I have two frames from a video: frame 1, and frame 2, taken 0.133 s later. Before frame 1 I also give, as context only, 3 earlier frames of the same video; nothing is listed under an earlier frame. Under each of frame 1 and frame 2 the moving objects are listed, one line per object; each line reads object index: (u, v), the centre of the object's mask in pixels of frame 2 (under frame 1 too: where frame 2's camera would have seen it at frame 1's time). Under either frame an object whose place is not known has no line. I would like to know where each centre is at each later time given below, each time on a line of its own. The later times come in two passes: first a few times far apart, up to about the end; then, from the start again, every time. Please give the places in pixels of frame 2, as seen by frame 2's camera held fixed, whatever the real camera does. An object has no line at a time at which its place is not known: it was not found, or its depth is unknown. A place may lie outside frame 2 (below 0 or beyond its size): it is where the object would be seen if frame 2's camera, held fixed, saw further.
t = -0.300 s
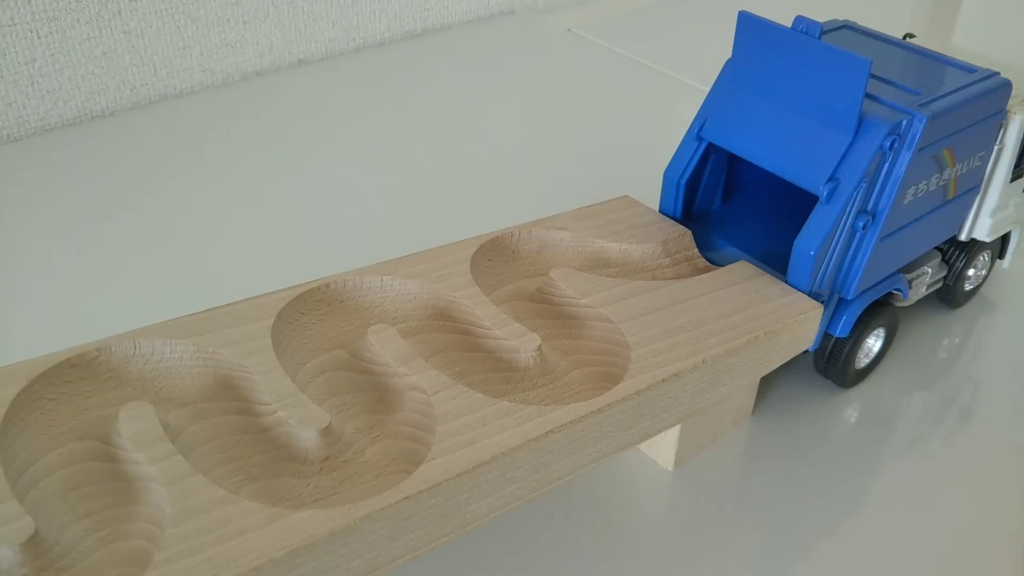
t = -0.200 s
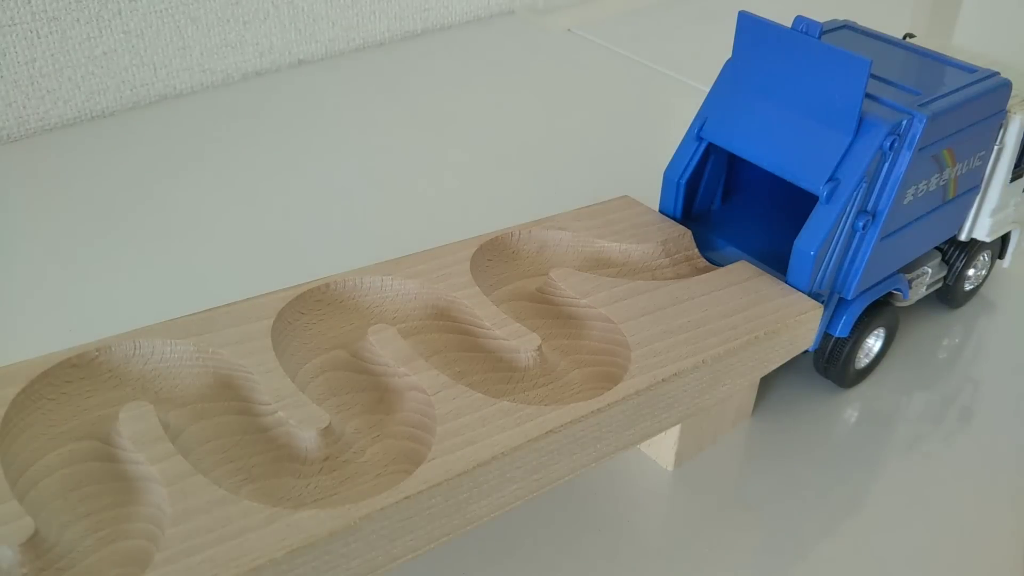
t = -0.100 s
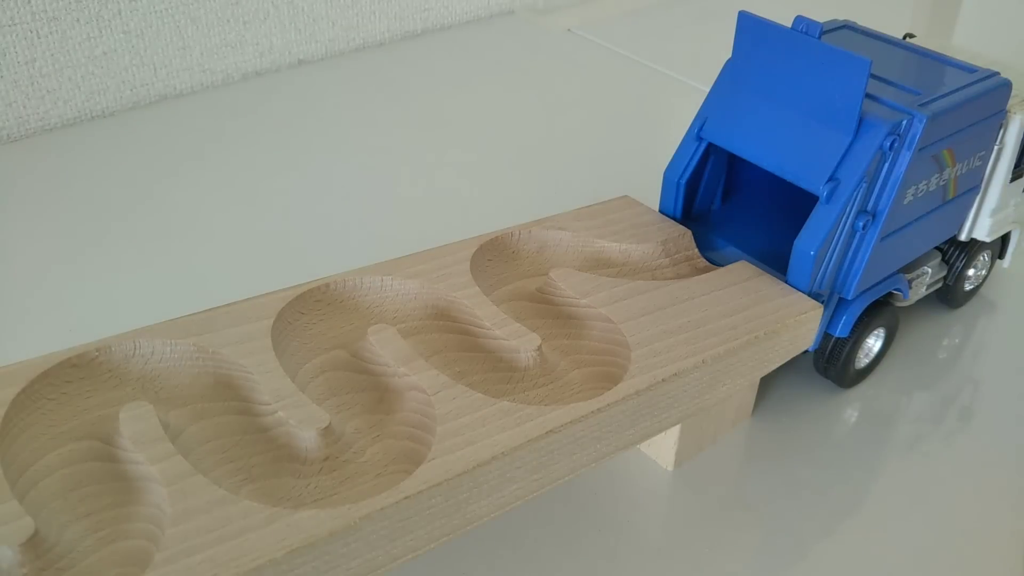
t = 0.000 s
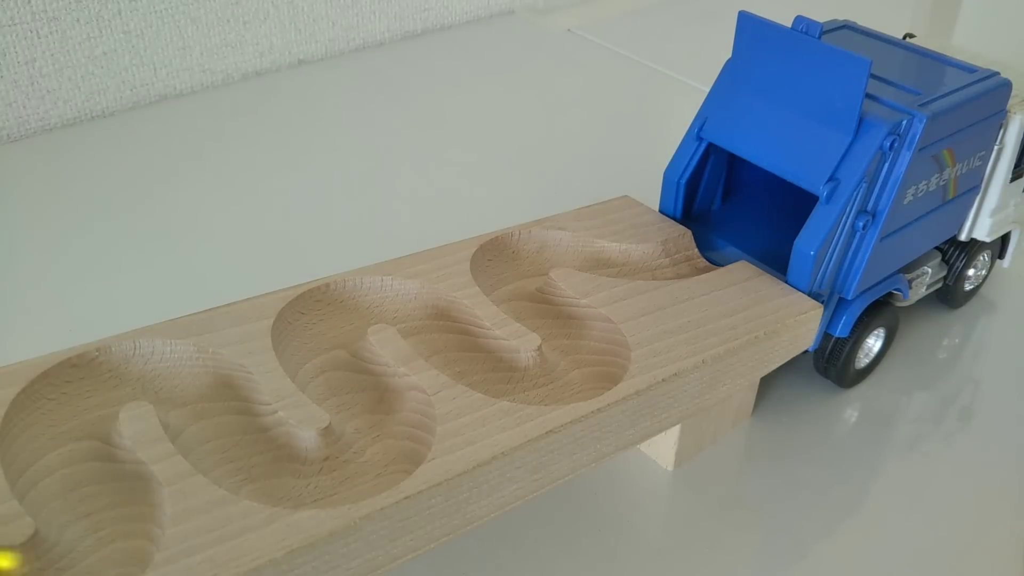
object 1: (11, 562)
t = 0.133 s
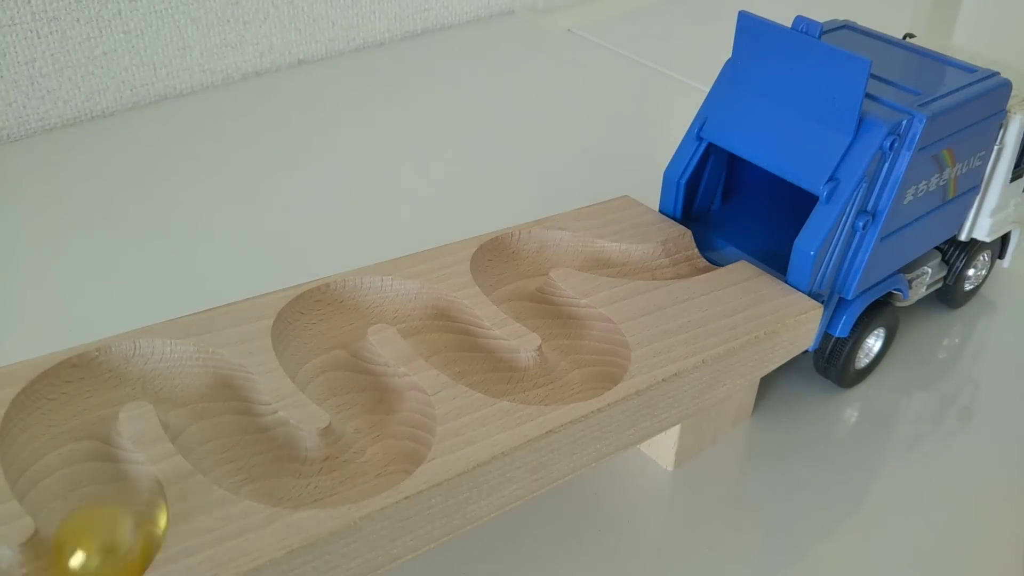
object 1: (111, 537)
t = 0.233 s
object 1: (72, 476)
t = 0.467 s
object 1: (195, 376)
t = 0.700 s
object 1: (347, 469)
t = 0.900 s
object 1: (322, 363)
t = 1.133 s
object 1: (445, 327)
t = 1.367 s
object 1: (589, 357)
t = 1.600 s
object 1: (508, 257)
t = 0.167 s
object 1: (119, 508)
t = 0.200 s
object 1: (106, 485)
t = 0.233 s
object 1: (72, 476)
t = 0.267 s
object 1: (49, 457)
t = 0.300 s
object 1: (61, 436)
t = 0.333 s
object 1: (70, 409)
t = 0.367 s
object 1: (83, 381)
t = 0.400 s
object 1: (119, 367)
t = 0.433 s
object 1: (158, 371)
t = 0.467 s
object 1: (195, 376)
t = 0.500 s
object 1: (218, 388)
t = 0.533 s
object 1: (220, 417)
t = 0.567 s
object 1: (224, 436)
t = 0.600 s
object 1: (247, 453)
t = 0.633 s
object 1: (284, 465)
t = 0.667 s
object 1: (315, 475)
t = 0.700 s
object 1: (347, 469)
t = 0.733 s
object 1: (371, 456)
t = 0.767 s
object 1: (395, 430)
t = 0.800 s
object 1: (392, 403)
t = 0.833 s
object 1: (368, 393)
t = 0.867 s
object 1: (338, 375)
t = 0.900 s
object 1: (322, 363)
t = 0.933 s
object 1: (321, 345)
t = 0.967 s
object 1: (321, 324)
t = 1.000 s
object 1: (332, 304)
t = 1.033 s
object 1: (365, 302)
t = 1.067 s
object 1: (400, 303)
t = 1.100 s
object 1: (431, 309)
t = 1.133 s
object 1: (445, 327)
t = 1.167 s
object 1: (454, 346)
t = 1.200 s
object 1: (472, 358)
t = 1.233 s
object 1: (502, 370)
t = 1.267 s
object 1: (532, 377)
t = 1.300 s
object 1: (561, 377)
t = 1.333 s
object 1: (583, 370)
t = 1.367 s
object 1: (589, 357)
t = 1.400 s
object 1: (589, 333)
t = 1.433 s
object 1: (568, 322)
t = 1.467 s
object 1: (540, 308)
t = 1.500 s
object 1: (523, 295)
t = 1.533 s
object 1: (516, 287)
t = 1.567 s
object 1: (512, 272)
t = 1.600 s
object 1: (508, 257)
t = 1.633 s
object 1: (528, 250)
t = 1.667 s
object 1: (552, 249)
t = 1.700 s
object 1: (580, 249)
